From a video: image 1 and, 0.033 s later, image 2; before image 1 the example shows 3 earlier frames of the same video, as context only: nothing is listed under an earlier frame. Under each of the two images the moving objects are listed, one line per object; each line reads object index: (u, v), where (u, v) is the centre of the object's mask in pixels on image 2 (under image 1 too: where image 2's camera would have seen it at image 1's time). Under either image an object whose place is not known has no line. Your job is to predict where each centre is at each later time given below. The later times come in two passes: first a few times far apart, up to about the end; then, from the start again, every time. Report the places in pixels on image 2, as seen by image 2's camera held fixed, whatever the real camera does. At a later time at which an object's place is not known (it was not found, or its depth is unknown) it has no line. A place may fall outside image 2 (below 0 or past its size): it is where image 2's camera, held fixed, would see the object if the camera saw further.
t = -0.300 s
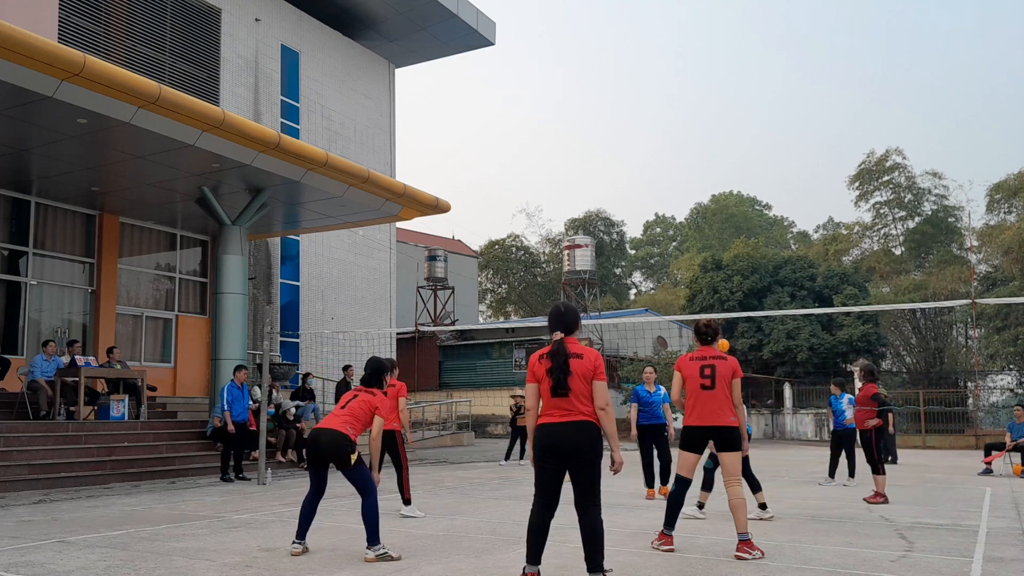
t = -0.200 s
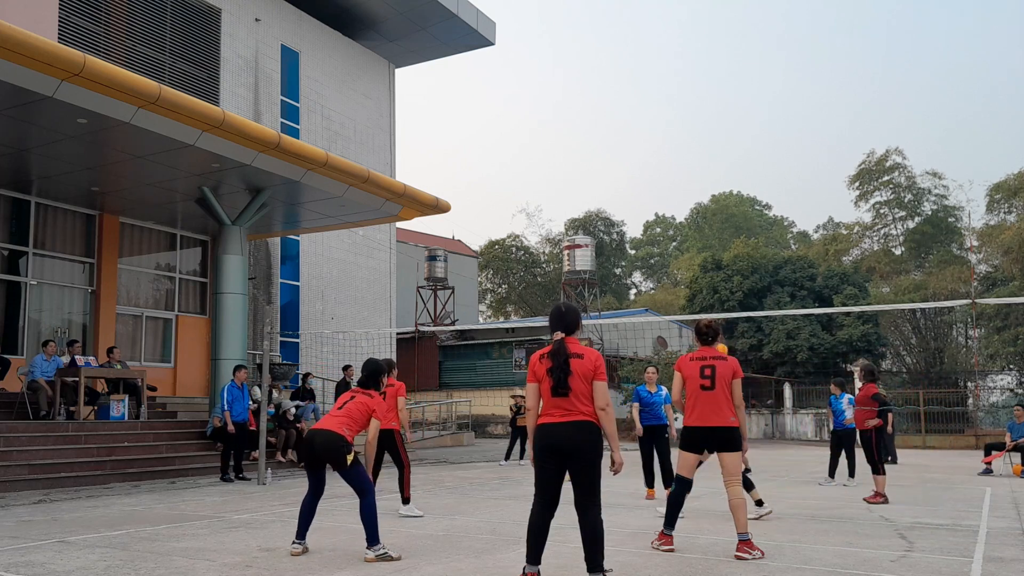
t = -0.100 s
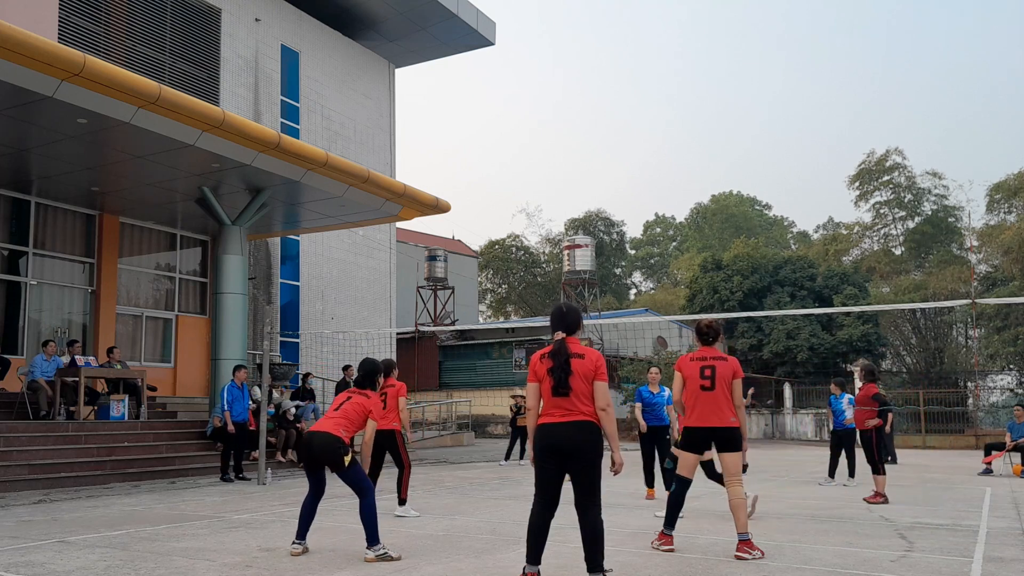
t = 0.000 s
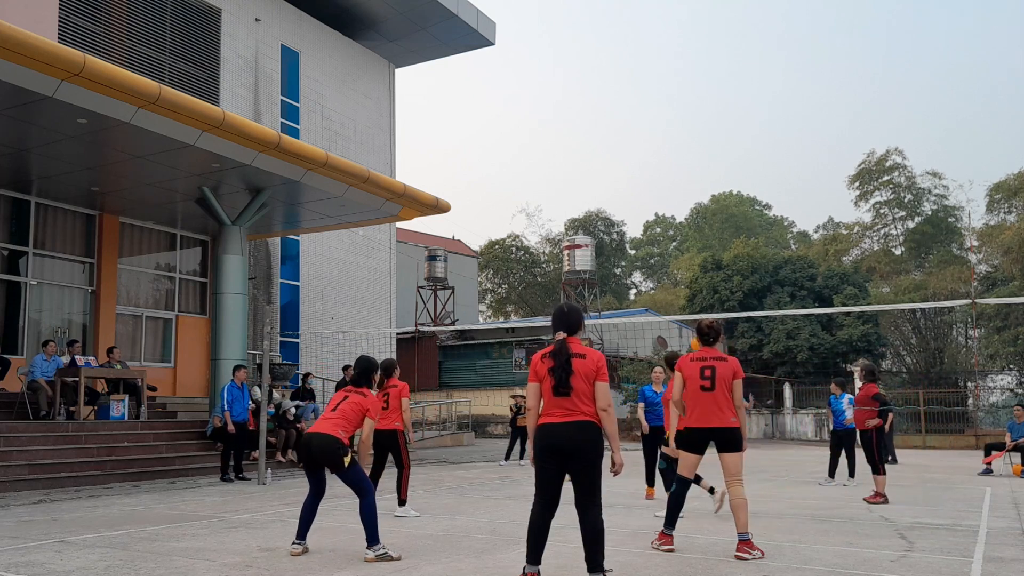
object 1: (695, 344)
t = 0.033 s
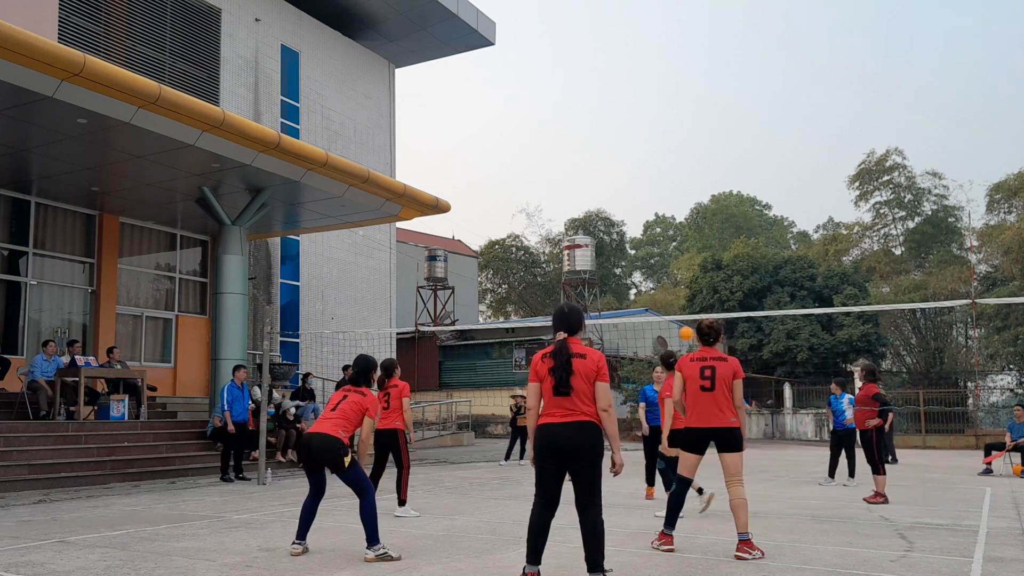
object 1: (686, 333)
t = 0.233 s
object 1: (615, 287)
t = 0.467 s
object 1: (526, 265)
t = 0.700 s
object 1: (425, 286)
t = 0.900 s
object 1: (325, 343)
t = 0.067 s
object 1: (675, 325)
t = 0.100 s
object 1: (662, 312)
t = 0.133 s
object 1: (651, 306)
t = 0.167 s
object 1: (639, 300)
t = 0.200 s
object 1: (627, 293)
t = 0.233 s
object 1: (615, 287)
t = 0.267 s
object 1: (603, 282)
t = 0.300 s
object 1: (591, 278)
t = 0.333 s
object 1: (578, 274)
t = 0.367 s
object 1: (566, 271)
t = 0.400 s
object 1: (553, 268)
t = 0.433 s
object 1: (540, 266)
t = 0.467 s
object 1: (526, 265)
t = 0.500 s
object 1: (513, 265)
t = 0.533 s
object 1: (499, 266)
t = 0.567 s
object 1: (485, 268)
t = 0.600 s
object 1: (470, 271)
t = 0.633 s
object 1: (456, 275)
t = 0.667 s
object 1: (441, 280)
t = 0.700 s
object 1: (425, 286)
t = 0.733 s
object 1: (410, 292)
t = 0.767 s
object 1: (394, 300)
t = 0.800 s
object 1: (377, 309)
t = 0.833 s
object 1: (360, 319)
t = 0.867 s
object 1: (343, 330)
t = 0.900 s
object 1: (325, 343)
